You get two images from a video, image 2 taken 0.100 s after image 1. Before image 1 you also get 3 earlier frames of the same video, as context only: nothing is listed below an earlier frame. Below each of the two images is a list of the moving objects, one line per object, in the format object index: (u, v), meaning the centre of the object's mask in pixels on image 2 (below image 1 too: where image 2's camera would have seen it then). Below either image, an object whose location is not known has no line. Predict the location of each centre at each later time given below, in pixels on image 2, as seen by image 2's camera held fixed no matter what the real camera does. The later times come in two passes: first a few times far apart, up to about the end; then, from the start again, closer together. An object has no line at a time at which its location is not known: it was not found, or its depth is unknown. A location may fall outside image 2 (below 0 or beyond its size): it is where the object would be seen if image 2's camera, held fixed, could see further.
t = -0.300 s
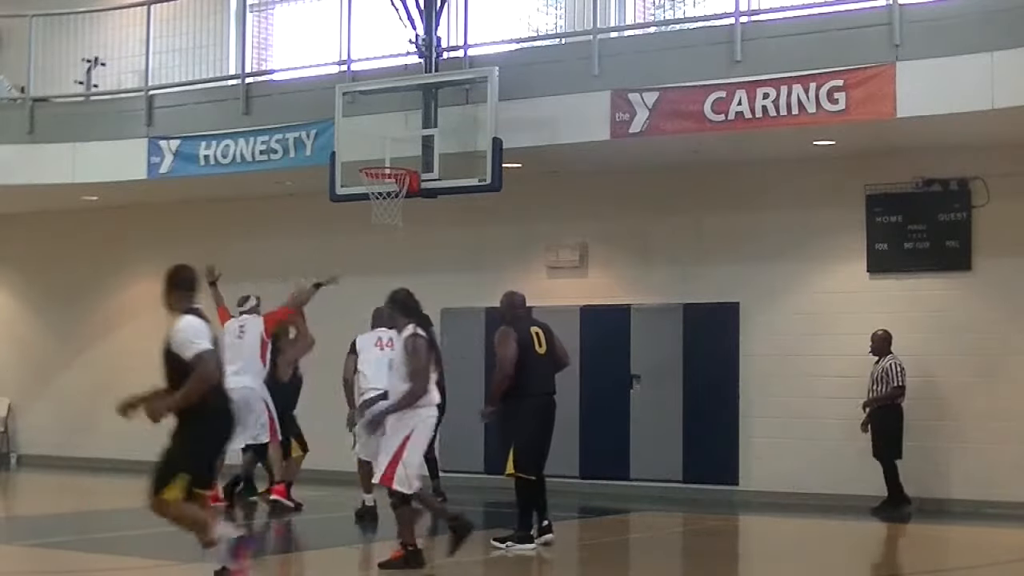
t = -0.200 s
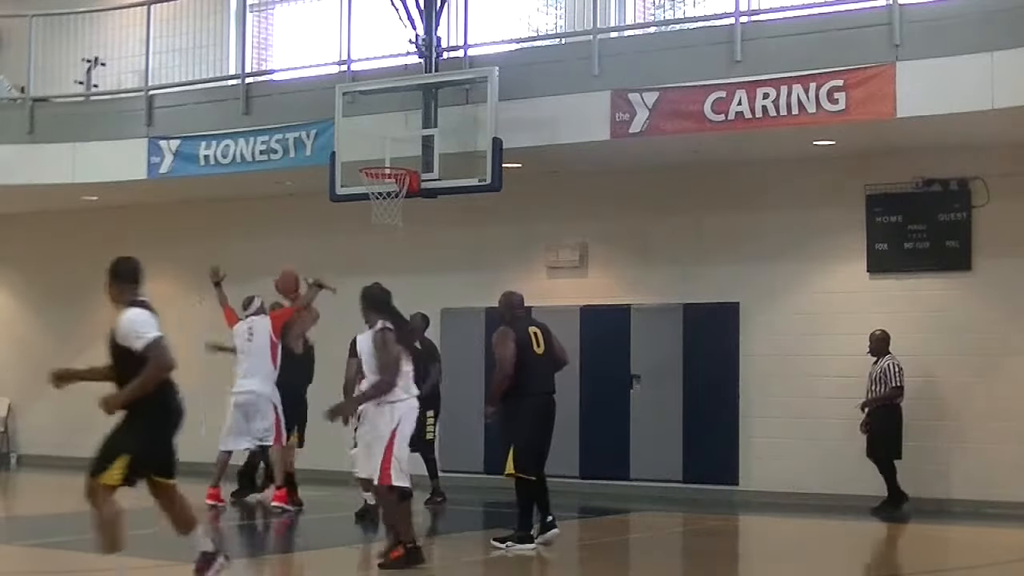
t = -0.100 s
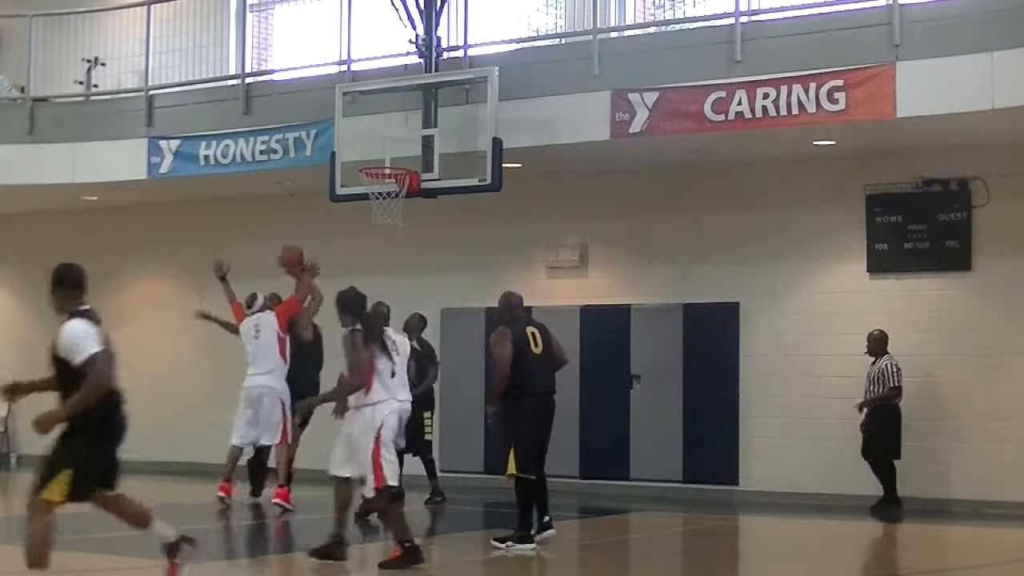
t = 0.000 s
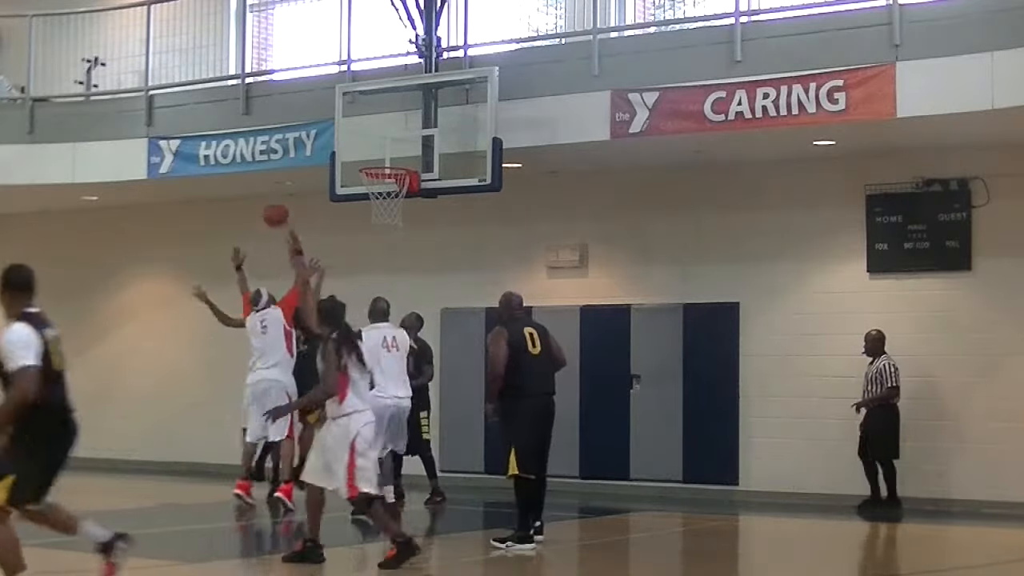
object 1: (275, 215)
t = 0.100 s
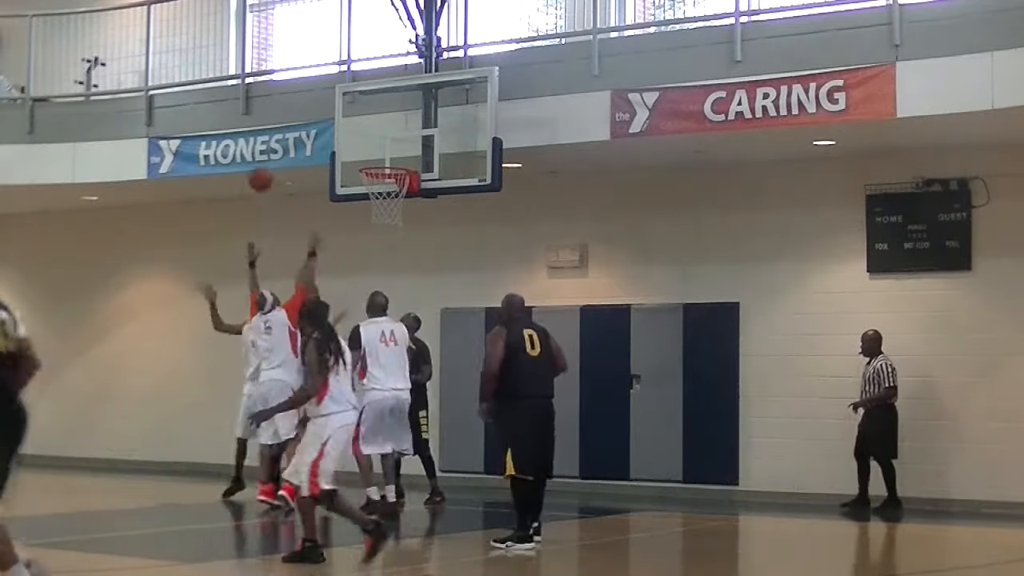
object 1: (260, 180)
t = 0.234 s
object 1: (239, 146)
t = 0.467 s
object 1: (199, 135)
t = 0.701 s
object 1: (155, 189)
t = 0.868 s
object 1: (121, 269)
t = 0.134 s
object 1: (255, 169)
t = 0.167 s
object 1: (250, 161)
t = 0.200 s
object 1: (244, 153)
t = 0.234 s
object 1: (239, 146)
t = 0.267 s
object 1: (234, 140)
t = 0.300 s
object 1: (228, 137)
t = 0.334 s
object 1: (223, 134)
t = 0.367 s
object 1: (217, 132)
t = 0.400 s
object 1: (211, 132)
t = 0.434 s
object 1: (205, 133)
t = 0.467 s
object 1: (199, 135)
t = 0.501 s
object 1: (193, 139)
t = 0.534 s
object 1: (187, 143)
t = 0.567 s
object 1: (181, 149)
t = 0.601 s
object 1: (174, 157)
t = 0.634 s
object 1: (168, 166)
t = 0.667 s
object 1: (162, 177)
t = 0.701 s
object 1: (155, 189)
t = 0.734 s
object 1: (148, 201)
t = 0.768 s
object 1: (141, 217)
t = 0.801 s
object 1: (135, 232)
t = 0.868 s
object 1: (121, 269)
